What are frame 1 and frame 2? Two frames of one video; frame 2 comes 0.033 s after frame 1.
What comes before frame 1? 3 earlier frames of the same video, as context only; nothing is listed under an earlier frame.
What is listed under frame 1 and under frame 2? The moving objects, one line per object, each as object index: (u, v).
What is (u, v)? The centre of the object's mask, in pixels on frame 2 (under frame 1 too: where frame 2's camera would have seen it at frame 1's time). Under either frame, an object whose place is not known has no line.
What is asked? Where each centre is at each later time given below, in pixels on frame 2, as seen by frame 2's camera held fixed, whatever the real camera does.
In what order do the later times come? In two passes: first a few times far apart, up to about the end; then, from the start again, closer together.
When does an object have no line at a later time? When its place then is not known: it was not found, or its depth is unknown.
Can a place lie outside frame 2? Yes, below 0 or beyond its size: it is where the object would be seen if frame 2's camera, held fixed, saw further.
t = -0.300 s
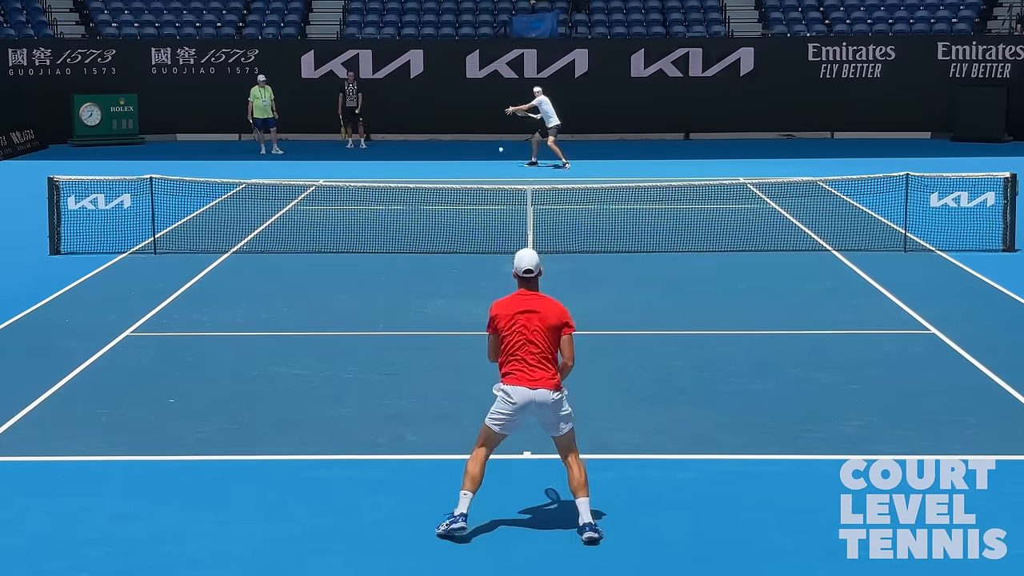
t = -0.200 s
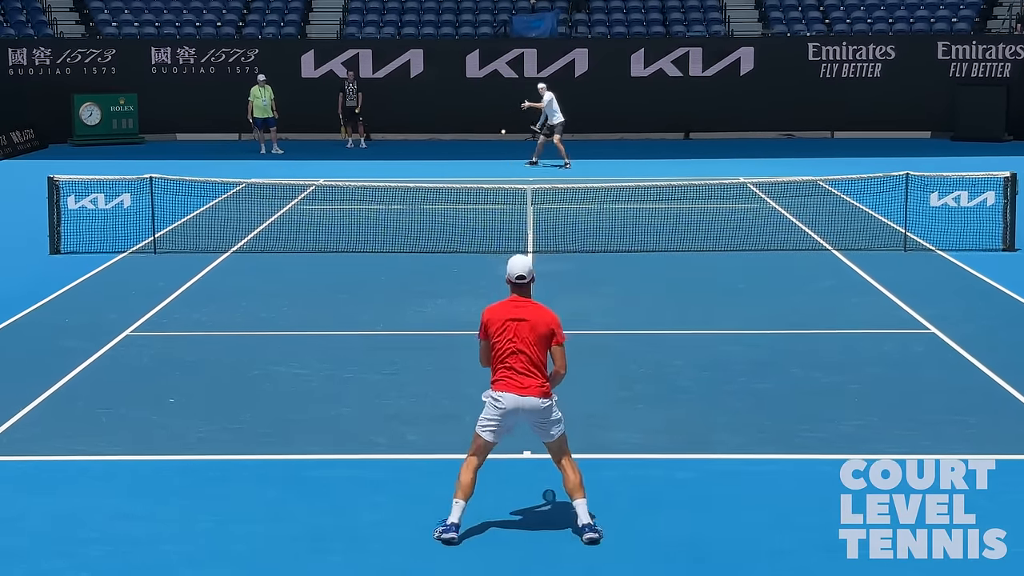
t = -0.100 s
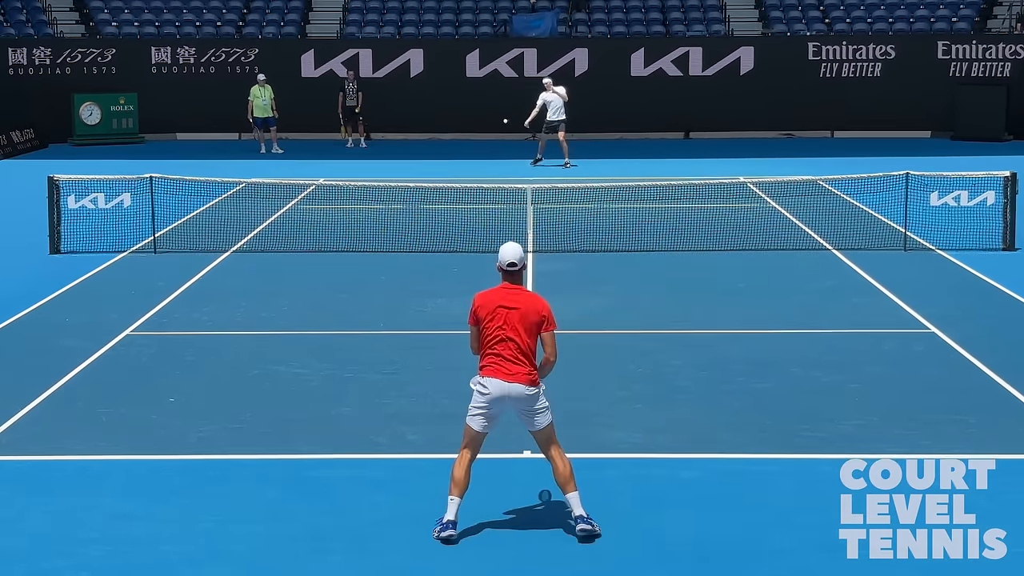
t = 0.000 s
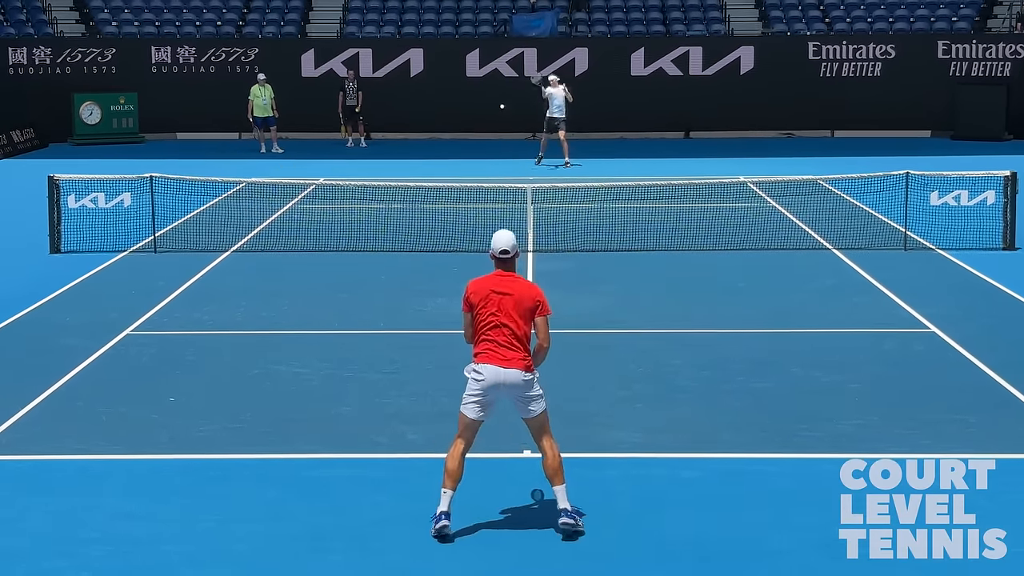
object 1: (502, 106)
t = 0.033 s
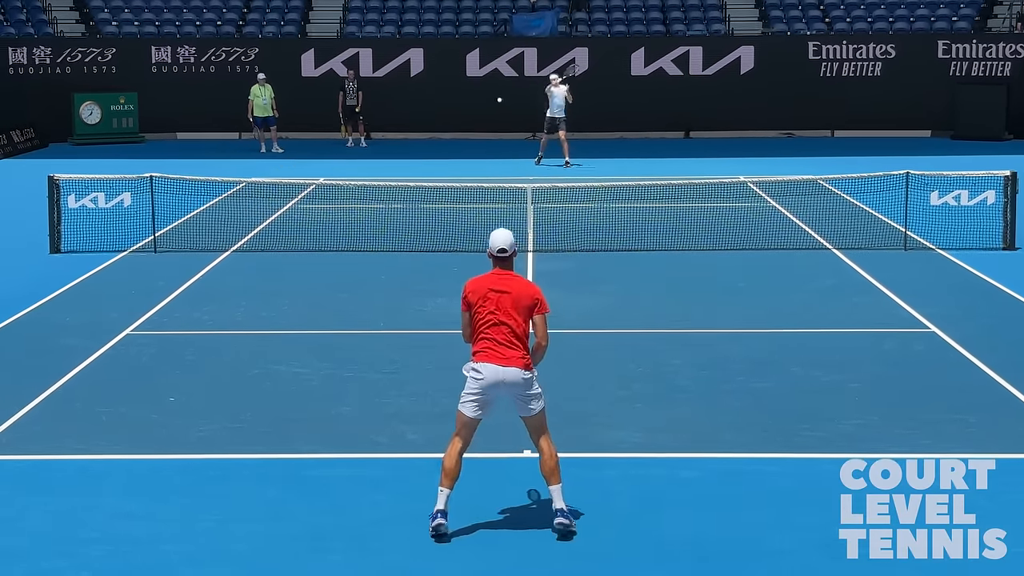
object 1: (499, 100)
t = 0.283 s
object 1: (477, 75)
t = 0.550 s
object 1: (449, 112)
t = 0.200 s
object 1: (485, 78)
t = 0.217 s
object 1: (483, 77)
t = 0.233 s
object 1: (482, 76)
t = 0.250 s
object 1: (480, 75)
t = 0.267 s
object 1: (479, 75)
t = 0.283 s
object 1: (477, 75)
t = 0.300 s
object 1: (475, 75)
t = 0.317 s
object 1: (474, 75)
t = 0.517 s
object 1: (453, 103)
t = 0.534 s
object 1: (451, 107)
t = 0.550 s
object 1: (449, 112)
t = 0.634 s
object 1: (439, 144)
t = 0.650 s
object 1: (437, 152)
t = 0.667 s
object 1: (435, 160)
